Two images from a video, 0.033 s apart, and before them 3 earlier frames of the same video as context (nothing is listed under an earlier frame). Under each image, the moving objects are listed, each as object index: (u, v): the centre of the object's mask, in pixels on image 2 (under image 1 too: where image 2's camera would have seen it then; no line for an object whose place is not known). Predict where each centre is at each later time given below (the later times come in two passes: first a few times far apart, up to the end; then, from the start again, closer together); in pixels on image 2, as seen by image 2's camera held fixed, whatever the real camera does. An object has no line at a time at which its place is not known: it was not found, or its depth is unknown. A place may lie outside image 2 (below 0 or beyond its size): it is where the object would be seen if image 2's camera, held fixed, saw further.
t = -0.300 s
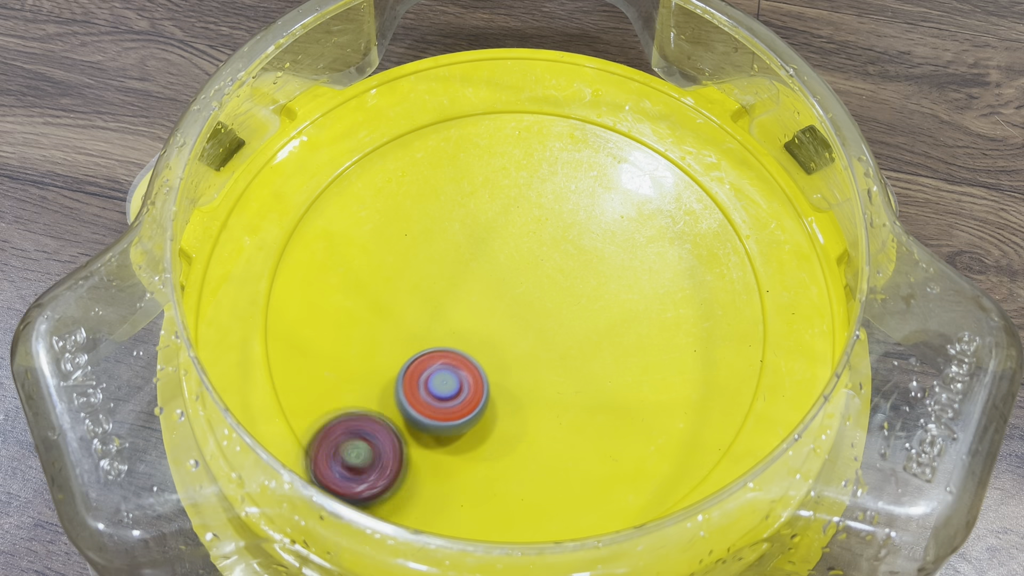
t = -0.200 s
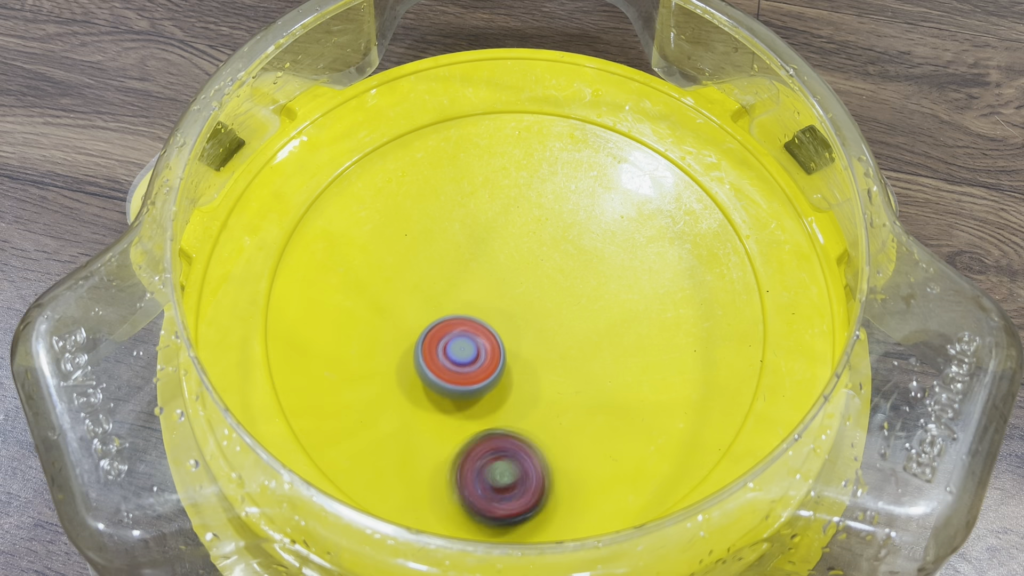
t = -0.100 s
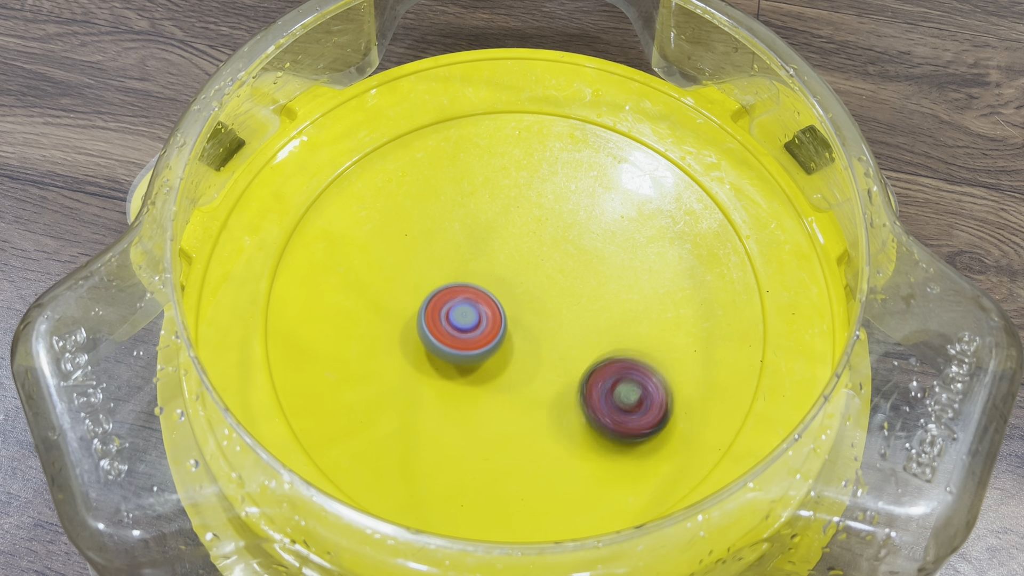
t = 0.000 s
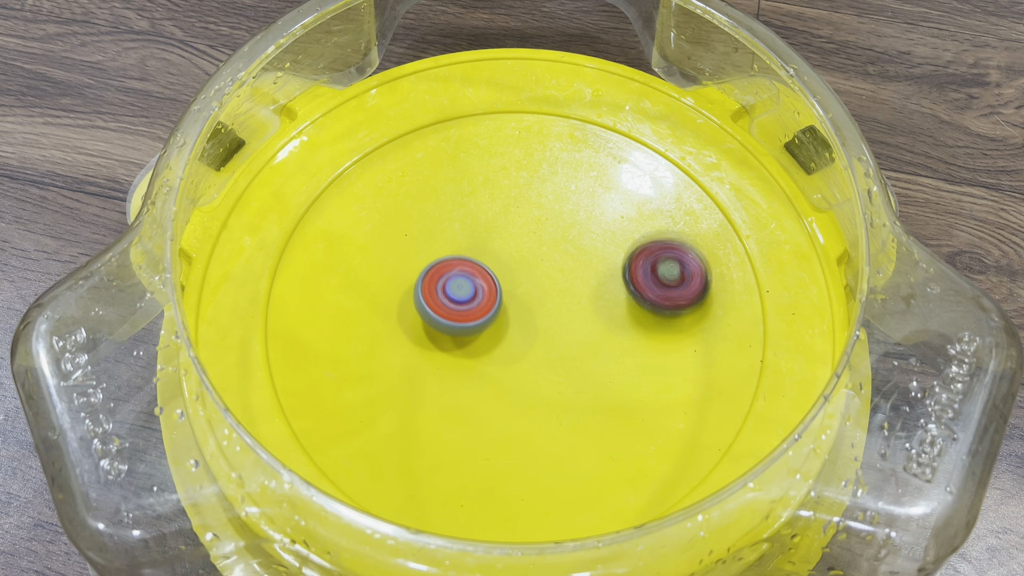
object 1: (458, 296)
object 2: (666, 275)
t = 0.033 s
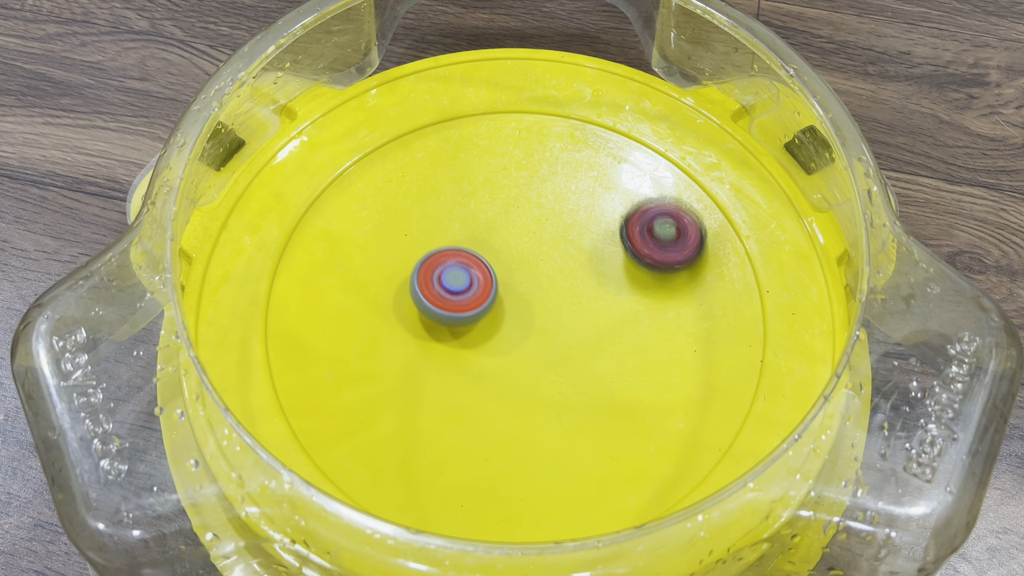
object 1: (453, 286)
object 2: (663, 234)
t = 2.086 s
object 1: (588, 252)
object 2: (553, 157)
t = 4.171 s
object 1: (554, 395)
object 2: (386, 251)
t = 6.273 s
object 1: (378, 244)
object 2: (400, 155)
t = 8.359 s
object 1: (564, 220)
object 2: (633, 423)
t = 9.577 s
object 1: (650, 327)
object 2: (425, 360)
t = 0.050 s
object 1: (451, 281)
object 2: (658, 216)
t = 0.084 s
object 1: (444, 272)
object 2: (643, 178)
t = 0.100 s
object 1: (441, 267)
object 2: (631, 161)
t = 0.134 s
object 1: (434, 259)
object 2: (606, 129)
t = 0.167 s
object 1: (426, 252)
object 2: (574, 104)
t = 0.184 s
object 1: (423, 249)
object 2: (557, 98)
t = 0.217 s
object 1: (415, 246)
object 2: (516, 100)
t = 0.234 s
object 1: (410, 244)
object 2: (497, 101)
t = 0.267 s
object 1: (403, 243)
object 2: (457, 104)
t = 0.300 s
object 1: (395, 243)
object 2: (421, 116)
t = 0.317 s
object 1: (392, 244)
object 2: (404, 127)
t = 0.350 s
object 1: (390, 247)
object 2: (371, 151)
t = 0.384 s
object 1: (389, 251)
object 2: (344, 176)
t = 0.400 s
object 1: (396, 263)
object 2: (328, 181)
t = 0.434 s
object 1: (413, 291)
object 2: (314, 200)
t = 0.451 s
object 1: (421, 303)
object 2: (313, 218)
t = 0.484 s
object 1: (436, 321)
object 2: (312, 253)
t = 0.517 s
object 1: (452, 330)
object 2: (315, 291)
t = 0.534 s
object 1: (460, 332)
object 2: (321, 309)
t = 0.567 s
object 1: (475, 333)
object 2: (341, 346)
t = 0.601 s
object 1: (490, 328)
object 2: (373, 376)
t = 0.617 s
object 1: (497, 324)
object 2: (392, 389)
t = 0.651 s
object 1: (512, 315)
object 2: (433, 407)
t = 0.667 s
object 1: (519, 309)
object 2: (455, 413)
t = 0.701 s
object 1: (531, 296)
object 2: (500, 415)
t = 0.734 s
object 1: (540, 284)
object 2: (545, 408)
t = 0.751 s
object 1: (543, 279)
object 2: (565, 401)
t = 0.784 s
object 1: (549, 269)
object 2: (603, 381)
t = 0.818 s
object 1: (552, 257)
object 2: (636, 354)
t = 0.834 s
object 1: (553, 251)
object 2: (649, 339)
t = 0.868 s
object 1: (555, 239)
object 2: (671, 304)
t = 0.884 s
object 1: (555, 235)
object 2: (679, 286)
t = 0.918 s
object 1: (554, 226)
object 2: (689, 250)
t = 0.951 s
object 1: (550, 218)
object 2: (692, 212)
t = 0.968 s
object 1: (547, 214)
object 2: (691, 193)
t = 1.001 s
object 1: (541, 206)
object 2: (680, 158)
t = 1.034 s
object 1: (533, 200)
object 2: (652, 139)
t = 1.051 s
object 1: (529, 198)
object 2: (634, 136)
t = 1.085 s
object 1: (523, 196)
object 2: (599, 127)
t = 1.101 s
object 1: (520, 195)
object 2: (582, 122)
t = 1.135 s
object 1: (514, 195)
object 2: (547, 115)
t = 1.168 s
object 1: (507, 197)
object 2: (512, 109)
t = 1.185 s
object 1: (505, 197)
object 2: (494, 109)
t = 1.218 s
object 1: (499, 200)
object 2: (460, 112)
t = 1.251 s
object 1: (494, 203)
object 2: (430, 123)
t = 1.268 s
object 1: (492, 205)
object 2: (415, 132)
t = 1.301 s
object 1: (487, 210)
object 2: (389, 154)
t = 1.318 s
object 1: (485, 213)
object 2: (379, 168)
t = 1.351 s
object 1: (482, 219)
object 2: (364, 203)
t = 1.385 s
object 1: (481, 226)
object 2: (358, 241)
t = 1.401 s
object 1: (482, 230)
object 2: (359, 261)
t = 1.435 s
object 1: (485, 236)
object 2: (367, 303)
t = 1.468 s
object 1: (490, 242)
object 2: (386, 343)
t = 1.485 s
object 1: (493, 244)
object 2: (399, 362)
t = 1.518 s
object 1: (501, 248)
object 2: (430, 394)
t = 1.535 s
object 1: (505, 251)
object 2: (449, 406)
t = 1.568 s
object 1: (514, 254)
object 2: (494, 425)
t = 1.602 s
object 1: (522, 256)
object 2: (542, 435)
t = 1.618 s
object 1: (527, 257)
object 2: (567, 438)
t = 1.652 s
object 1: (534, 259)
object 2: (618, 434)
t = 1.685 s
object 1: (540, 262)
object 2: (664, 422)
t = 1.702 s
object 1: (542, 262)
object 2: (686, 413)
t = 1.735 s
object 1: (546, 264)
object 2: (723, 388)
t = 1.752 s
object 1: (548, 264)
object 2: (740, 372)
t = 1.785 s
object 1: (553, 265)
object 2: (766, 341)
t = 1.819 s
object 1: (557, 265)
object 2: (749, 305)
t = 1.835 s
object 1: (560, 265)
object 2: (740, 289)
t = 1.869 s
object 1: (566, 264)
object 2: (721, 255)
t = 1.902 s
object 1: (570, 262)
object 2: (700, 226)
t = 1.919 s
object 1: (571, 261)
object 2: (690, 213)
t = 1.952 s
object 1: (574, 258)
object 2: (670, 189)
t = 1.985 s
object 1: (576, 256)
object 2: (645, 169)
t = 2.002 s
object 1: (578, 256)
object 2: (631, 162)
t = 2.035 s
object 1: (582, 255)
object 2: (600, 153)
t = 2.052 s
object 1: (584, 254)
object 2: (585, 152)
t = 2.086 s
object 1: (588, 252)
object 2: (553, 157)
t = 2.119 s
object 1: (591, 251)
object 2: (521, 168)
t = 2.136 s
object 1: (592, 250)
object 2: (505, 176)
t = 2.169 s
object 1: (595, 249)
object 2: (478, 196)
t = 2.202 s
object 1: (596, 248)
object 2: (456, 221)
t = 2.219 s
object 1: (596, 248)
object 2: (446, 234)
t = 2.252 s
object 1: (596, 246)
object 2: (433, 263)
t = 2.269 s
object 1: (594, 246)
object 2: (429, 279)
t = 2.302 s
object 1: (592, 245)
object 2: (426, 312)
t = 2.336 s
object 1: (589, 245)
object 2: (432, 344)
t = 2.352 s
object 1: (587, 245)
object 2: (437, 359)
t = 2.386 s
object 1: (585, 245)
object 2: (453, 390)
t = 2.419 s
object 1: (584, 247)
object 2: (474, 416)
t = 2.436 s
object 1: (583, 248)
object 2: (488, 427)
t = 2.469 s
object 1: (582, 252)
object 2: (518, 446)
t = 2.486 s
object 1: (582, 254)
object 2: (535, 453)
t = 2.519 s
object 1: (581, 258)
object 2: (569, 463)
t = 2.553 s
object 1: (581, 263)
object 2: (605, 466)
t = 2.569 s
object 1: (581, 266)
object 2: (623, 465)
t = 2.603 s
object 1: (580, 271)
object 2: (658, 458)
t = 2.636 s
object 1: (582, 277)
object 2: (691, 443)
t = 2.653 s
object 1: (584, 279)
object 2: (706, 434)
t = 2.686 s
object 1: (588, 284)
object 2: (731, 410)
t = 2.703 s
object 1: (590, 286)
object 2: (741, 397)
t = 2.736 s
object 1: (595, 290)
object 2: (752, 367)
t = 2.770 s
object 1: (600, 293)
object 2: (752, 336)
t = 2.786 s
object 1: (602, 294)
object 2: (750, 318)
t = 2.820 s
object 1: (607, 298)
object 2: (741, 287)
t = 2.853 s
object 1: (610, 301)
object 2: (726, 259)
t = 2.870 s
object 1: (612, 302)
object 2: (715, 248)
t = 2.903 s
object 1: (617, 303)
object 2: (688, 228)
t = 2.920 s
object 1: (618, 304)
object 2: (673, 222)
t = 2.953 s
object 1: (621, 304)
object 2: (641, 211)
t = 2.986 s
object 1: (623, 303)
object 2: (604, 205)
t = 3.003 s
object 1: (623, 303)
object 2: (587, 204)
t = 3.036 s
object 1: (622, 302)
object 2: (551, 208)
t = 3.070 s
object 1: (620, 303)
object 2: (514, 217)
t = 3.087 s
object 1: (619, 303)
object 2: (497, 224)
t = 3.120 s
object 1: (617, 304)
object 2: (462, 241)
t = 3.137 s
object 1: (615, 304)
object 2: (445, 252)
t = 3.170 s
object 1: (612, 306)
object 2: (416, 277)
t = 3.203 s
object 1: (608, 309)
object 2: (391, 308)
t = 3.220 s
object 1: (607, 310)
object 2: (381, 324)
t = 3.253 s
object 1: (604, 313)
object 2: (368, 357)
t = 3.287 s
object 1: (602, 317)
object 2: (364, 394)
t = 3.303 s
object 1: (601, 320)
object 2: (366, 413)
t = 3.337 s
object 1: (599, 325)
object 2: (376, 453)
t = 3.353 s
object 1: (598, 328)
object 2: (385, 469)
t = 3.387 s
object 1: (596, 333)
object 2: (412, 495)
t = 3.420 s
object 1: (595, 338)
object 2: (448, 506)
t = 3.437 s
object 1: (595, 341)
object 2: (468, 508)
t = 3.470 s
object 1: (594, 345)
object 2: (509, 509)
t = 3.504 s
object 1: (593, 350)
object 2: (548, 507)
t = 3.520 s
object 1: (593, 352)
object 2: (566, 504)
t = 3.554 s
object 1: (595, 356)
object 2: (602, 496)
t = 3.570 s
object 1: (595, 359)
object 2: (619, 490)
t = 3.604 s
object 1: (596, 364)
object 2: (649, 472)
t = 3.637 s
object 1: (598, 368)
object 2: (670, 444)
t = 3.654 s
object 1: (599, 370)
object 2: (678, 429)
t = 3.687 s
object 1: (592, 366)
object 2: (696, 401)
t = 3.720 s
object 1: (582, 360)
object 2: (709, 373)
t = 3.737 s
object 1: (577, 358)
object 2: (712, 357)
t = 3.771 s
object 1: (569, 357)
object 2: (710, 326)
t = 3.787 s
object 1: (566, 357)
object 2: (704, 311)
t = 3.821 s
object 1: (559, 360)
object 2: (689, 284)
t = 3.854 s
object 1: (553, 364)
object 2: (668, 260)
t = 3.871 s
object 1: (550, 367)
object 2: (656, 250)
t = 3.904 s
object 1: (545, 373)
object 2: (628, 232)
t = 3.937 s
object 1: (543, 379)
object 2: (599, 220)
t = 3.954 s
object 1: (542, 383)
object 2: (584, 215)
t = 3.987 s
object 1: (543, 388)
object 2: (551, 209)
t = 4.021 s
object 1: (545, 392)
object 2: (517, 208)
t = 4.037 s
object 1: (546, 394)
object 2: (500, 209)
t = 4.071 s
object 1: (549, 396)
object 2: (468, 214)
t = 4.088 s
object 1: (550, 396)
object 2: (453, 218)
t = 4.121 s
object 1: (552, 397)
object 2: (424, 228)
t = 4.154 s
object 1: (554, 396)
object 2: (398, 242)
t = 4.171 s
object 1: (554, 395)
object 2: (386, 251)
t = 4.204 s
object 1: (552, 393)
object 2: (365, 271)
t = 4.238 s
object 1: (549, 390)
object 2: (349, 293)
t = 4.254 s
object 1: (548, 389)
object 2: (343, 306)
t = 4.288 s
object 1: (544, 387)
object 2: (334, 332)
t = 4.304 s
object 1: (542, 386)
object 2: (333, 346)
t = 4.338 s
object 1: (537, 386)
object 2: (335, 374)
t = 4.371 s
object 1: (533, 386)
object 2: (344, 401)
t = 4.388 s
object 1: (530, 385)
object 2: (351, 415)
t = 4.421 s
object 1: (527, 386)
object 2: (369, 440)
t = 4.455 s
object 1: (523, 386)
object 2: (395, 462)
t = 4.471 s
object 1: (522, 386)
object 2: (410, 471)
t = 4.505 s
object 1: (518, 386)
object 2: (445, 484)
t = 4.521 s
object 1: (517, 386)
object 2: (463, 488)
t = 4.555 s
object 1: (514, 386)
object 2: (502, 488)
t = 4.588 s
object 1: (509, 386)
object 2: (540, 479)
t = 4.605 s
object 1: (507, 386)
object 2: (557, 471)
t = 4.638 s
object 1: (504, 386)
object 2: (588, 451)
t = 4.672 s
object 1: (501, 386)
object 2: (613, 426)
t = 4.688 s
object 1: (500, 386)
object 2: (622, 412)
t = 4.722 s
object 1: (498, 384)
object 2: (637, 381)
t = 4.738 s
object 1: (497, 384)
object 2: (642, 366)
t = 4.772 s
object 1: (495, 382)
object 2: (645, 334)
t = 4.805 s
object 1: (494, 381)
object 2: (642, 303)
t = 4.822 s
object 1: (493, 380)
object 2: (638, 288)
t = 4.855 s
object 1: (490, 380)
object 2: (626, 262)
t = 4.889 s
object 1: (486, 379)
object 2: (610, 238)
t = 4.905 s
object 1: (483, 379)
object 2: (601, 228)
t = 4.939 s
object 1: (479, 376)
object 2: (580, 209)
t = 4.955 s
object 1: (476, 375)
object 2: (568, 201)
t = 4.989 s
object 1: (473, 374)
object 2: (542, 189)
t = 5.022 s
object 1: (471, 372)
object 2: (516, 181)
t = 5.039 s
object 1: (470, 372)
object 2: (503, 178)
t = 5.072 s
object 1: (468, 371)
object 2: (476, 175)
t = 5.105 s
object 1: (467, 371)
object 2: (449, 175)
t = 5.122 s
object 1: (466, 371)
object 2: (436, 177)
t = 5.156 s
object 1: (465, 371)
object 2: (409, 183)
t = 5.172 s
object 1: (464, 370)
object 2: (396, 188)
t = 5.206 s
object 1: (463, 369)
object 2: (374, 202)
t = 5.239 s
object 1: (461, 367)
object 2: (355, 220)
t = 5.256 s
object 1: (460, 366)
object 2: (348, 231)
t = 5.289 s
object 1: (458, 364)
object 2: (338, 255)
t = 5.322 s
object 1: (457, 360)
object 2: (335, 281)
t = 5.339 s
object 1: (457, 359)
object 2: (336, 294)
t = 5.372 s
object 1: (456, 355)
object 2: (343, 321)
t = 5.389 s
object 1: (456, 353)
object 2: (349, 334)
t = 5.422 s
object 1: (480, 350)
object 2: (344, 354)
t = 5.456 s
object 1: (543, 347)
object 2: (305, 370)
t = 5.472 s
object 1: (572, 343)
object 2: (290, 378)
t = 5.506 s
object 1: (624, 334)
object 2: (286, 388)
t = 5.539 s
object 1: (668, 321)
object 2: (308, 398)
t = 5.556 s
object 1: (686, 312)
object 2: (321, 403)
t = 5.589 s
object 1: (717, 290)
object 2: (350, 413)
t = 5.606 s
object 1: (729, 277)
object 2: (366, 418)
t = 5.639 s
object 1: (747, 249)
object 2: (400, 429)
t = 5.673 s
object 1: (736, 224)
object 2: (435, 438)
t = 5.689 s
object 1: (723, 215)
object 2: (453, 439)
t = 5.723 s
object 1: (692, 194)
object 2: (490, 435)
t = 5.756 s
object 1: (656, 170)
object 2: (524, 424)
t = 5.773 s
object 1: (637, 157)
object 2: (539, 417)
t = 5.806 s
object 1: (601, 134)
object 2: (567, 396)
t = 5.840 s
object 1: (567, 117)
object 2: (589, 370)
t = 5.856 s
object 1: (548, 111)
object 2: (596, 356)
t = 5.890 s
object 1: (516, 104)
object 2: (605, 329)
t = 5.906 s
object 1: (501, 102)
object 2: (607, 315)
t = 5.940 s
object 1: (475, 104)
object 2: (608, 286)
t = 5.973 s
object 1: (452, 109)
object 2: (603, 260)
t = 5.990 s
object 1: (443, 112)
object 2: (598, 249)
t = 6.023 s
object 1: (425, 122)
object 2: (587, 226)
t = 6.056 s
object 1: (411, 134)
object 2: (572, 204)
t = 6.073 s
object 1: (404, 141)
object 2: (563, 195)
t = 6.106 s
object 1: (393, 156)
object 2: (540, 178)
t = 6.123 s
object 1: (388, 165)
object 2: (528, 172)
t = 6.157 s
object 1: (382, 182)
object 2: (501, 159)
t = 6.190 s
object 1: (378, 199)
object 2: (471, 151)
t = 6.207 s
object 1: (376, 209)
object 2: (456, 150)
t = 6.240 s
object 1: (376, 227)
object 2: (426, 150)
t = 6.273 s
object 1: (378, 244)
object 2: (400, 155)
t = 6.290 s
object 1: (379, 253)
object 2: (388, 160)
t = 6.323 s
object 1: (384, 269)
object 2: (366, 175)
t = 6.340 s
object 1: (388, 276)
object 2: (357, 184)
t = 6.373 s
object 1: (396, 292)
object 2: (343, 204)
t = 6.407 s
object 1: (407, 305)
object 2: (334, 229)
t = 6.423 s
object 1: (413, 312)
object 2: (331, 242)
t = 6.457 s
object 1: (426, 324)
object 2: (333, 271)
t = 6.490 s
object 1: (440, 334)
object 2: (340, 299)
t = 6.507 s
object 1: (448, 339)
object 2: (346, 312)
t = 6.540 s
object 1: (464, 346)
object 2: (364, 340)
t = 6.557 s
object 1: (473, 349)
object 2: (376, 352)
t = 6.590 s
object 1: (533, 349)
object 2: (360, 374)
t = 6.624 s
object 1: (617, 344)
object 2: (326, 390)
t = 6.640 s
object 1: (654, 339)
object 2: (313, 399)
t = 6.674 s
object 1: (723, 325)
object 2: (298, 415)
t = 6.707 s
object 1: (766, 299)
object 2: (307, 424)
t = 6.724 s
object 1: (763, 281)
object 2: (319, 429)
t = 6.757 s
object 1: (754, 254)
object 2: (348, 436)
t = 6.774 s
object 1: (747, 245)
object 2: (362, 440)
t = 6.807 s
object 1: (733, 233)
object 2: (396, 448)
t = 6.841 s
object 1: (720, 208)
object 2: (432, 456)
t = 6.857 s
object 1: (711, 200)
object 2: (451, 458)
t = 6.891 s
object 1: (693, 189)
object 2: (488, 459)
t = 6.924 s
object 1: (673, 180)
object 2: (527, 454)
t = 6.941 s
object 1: (662, 179)
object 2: (545, 448)
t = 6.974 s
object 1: (641, 177)
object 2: (578, 433)
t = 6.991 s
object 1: (630, 177)
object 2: (591, 422)
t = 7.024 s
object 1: (612, 180)
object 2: (614, 402)
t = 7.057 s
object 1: (599, 184)
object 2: (630, 378)
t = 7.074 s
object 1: (593, 185)
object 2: (636, 365)
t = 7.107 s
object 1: (585, 189)
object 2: (642, 339)
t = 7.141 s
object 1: (579, 193)
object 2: (645, 313)
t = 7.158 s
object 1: (576, 196)
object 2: (644, 302)
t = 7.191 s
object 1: (572, 201)
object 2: (641, 277)
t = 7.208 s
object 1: (570, 205)
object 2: (637, 266)
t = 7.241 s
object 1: (546, 189)
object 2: (651, 265)
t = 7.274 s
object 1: (506, 160)
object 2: (678, 280)
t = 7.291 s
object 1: (488, 149)
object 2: (687, 285)
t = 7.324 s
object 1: (455, 133)
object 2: (704, 295)
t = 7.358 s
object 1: (426, 125)
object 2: (713, 303)
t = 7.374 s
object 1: (413, 124)
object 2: (715, 305)
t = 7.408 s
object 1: (389, 131)
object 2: (716, 307)
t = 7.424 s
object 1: (378, 138)
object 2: (715, 307)
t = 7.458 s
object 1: (357, 160)
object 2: (709, 304)
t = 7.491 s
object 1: (338, 192)
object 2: (702, 298)
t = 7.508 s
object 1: (331, 213)
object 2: (698, 294)
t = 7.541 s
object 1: (321, 258)
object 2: (687, 284)
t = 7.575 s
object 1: (323, 308)
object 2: (676, 272)
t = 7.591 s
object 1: (328, 334)
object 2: (670, 265)
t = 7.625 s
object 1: (349, 389)
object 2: (658, 251)
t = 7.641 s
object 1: (366, 415)
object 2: (652, 245)
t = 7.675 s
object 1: (410, 463)
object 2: (635, 233)
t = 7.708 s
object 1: (468, 497)
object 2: (615, 224)
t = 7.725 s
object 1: (501, 506)
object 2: (605, 221)
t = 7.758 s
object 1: (569, 524)
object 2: (581, 219)
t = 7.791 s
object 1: (629, 488)
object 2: (557, 223)
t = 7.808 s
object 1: (658, 472)
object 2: (544, 228)
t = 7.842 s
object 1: (705, 438)
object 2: (522, 239)
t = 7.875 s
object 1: (738, 402)
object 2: (502, 253)
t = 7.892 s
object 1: (746, 383)
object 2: (494, 263)
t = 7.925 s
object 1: (745, 341)
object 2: (481, 283)
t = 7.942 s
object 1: (743, 322)
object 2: (476, 292)
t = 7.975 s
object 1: (734, 288)
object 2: (469, 314)
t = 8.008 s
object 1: (722, 260)
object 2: (466, 337)
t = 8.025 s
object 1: (714, 249)
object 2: (466, 347)
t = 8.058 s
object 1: (699, 231)
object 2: (471, 367)
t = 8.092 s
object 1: (683, 219)
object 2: (479, 386)
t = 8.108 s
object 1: (675, 215)
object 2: (483, 395)
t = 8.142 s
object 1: (660, 209)
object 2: (497, 411)
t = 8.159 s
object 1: (652, 208)
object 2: (505, 419)
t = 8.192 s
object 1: (636, 205)
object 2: (524, 432)
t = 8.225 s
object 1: (621, 205)
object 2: (545, 439)
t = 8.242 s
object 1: (613, 205)
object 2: (556, 443)
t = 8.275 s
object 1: (598, 207)
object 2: (579, 444)
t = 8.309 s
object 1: (584, 212)
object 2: (602, 440)
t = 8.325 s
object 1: (577, 214)
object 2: (613, 436)
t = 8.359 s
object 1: (564, 220)
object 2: (633, 423)
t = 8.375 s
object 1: (557, 223)
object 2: (640, 416)
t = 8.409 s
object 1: (546, 231)
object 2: (653, 397)
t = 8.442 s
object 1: (535, 239)
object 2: (659, 376)
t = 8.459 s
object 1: (530, 244)
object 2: (660, 366)
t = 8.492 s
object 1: (521, 253)
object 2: (657, 343)
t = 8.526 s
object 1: (514, 262)
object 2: (648, 322)
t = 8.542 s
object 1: (510, 267)
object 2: (642, 311)
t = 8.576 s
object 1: (504, 277)
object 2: (625, 293)
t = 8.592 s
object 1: (501, 282)
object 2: (615, 285)
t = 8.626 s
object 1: (498, 292)
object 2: (593, 272)
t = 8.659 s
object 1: (487, 303)
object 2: (574, 262)
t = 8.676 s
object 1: (470, 311)
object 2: (574, 255)
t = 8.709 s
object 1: (441, 328)
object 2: (566, 242)
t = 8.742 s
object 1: (420, 342)
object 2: (552, 234)
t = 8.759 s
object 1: (412, 349)
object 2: (543, 231)
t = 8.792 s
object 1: (402, 364)
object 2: (523, 231)
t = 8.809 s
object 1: (399, 372)
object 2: (513, 233)
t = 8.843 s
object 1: (398, 389)
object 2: (491, 236)
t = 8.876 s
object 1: (402, 403)
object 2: (470, 243)
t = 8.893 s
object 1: (405, 410)
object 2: (460, 246)
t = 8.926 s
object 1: (413, 422)
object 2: (442, 256)
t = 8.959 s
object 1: (423, 434)
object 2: (426, 269)
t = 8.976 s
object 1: (428, 440)
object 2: (419, 278)
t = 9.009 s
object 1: (439, 448)
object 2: (408, 293)
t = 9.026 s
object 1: (445, 451)
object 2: (403, 302)
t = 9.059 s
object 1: (457, 455)
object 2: (398, 320)
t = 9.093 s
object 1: (469, 455)
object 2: (395, 339)
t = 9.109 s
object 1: (475, 455)
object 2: (397, 348)
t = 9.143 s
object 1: (487, 454)
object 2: (401, 367)
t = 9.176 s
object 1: (498, 451)
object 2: (411, 386)
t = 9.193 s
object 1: (504, 449)
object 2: (417, 396)
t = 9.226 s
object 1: (545, 461)
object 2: (407, 391)
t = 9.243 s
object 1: (572, 469)
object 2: (398, 386)
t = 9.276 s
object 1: (621, 478)
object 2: (384, 373)
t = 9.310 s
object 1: (659, 474)
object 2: (377, 365)
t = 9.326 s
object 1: (674, 470)
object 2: (375, 362)
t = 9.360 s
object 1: (688, 451)
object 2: (376, 359)
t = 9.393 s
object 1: (692, 428)
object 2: (377, 360)
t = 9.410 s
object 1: (692, 417)
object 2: (378, 361)
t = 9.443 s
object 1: (688, 394)
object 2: (382, 364)
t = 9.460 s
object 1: (685, 383)
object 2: (385, 365)
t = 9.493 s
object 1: (677, 364)
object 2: (393, 366)
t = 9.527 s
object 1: (667, 347)
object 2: (405, 365)
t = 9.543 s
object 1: (662, 340)
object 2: (411, 364)
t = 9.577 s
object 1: (650, 327)
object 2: (425, 360)
